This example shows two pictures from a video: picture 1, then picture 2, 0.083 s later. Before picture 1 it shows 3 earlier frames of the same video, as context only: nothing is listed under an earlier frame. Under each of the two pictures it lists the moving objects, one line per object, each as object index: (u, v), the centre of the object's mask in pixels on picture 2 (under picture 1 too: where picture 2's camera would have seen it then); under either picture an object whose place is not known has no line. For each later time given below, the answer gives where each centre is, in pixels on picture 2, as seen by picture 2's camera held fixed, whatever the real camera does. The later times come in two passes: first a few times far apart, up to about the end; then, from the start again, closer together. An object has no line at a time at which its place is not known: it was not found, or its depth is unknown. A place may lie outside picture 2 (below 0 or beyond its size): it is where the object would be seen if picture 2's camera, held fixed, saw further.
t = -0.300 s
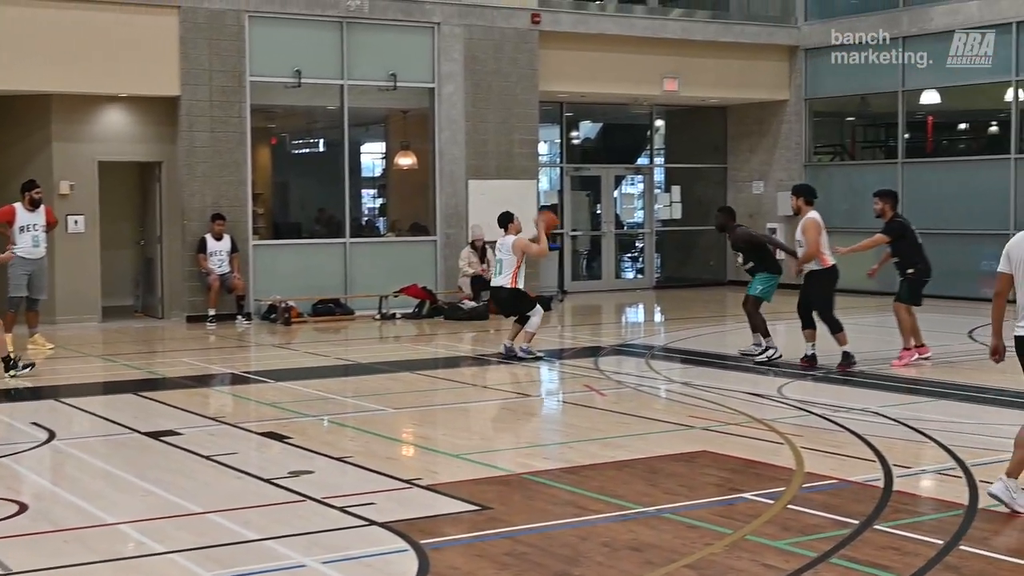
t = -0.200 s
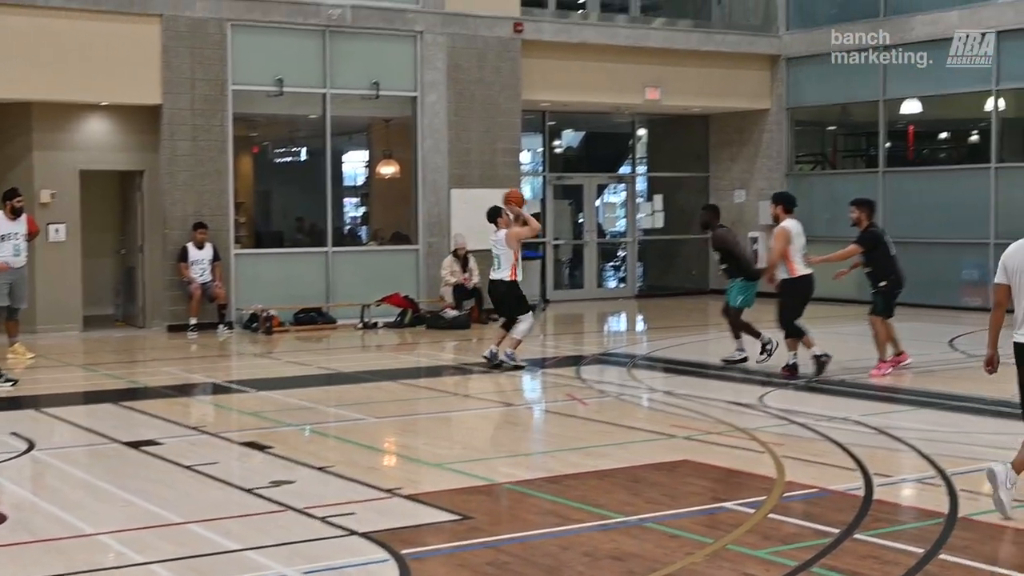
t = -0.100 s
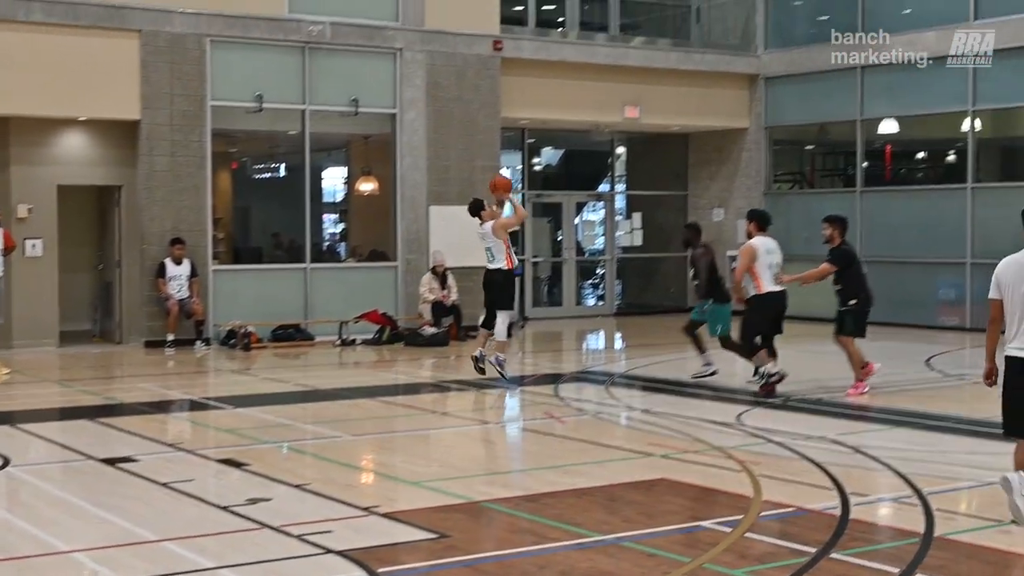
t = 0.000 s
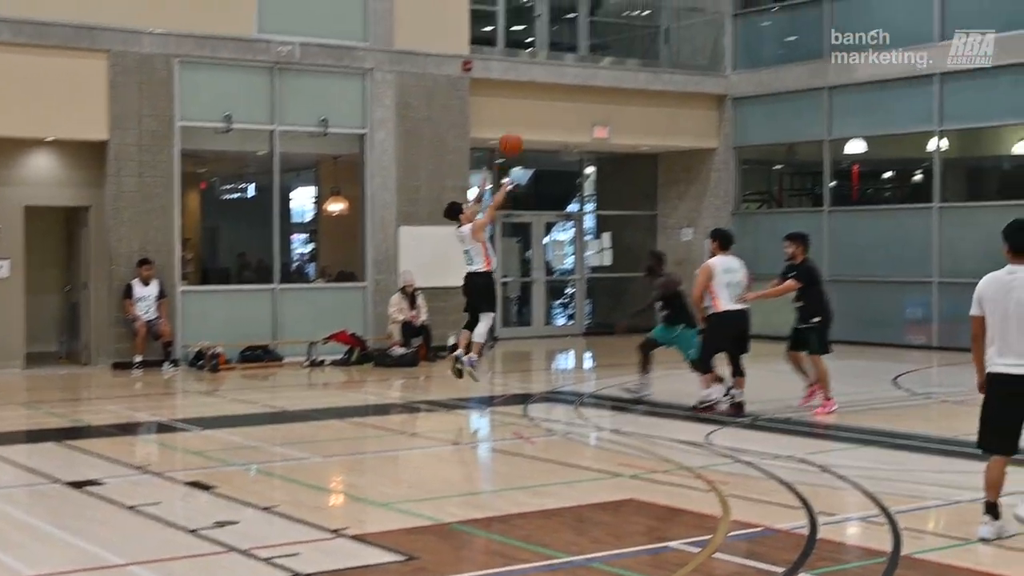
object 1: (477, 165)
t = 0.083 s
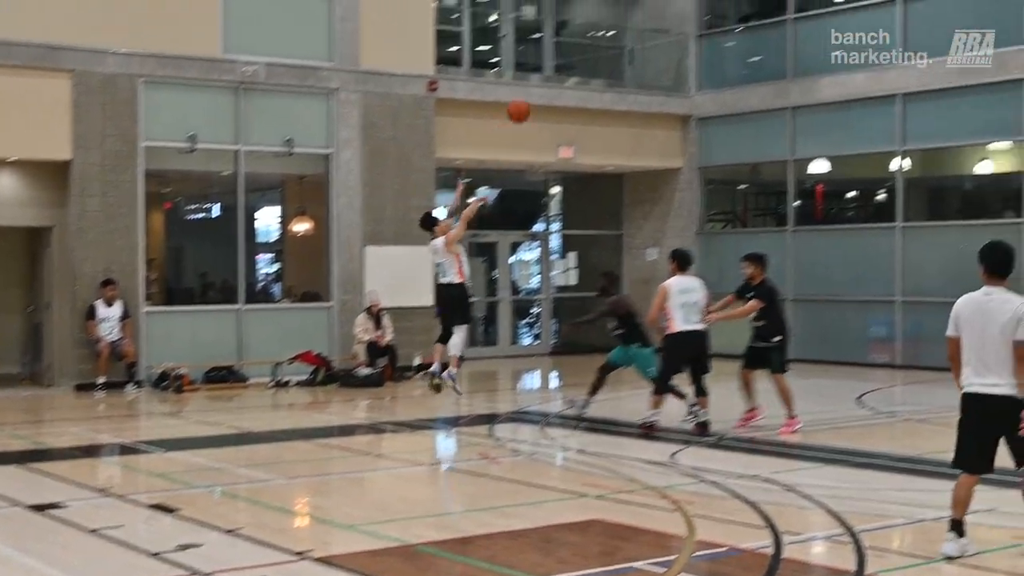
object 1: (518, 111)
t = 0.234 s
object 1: (593, 32)
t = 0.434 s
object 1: (694, -37)
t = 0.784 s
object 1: (871, -74)
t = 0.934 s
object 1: (946, -62)
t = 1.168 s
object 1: (1066, 15)
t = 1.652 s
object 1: (1052, 60)
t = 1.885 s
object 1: (979, 89)
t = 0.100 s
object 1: (527, 101)
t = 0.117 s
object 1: (535, 92)
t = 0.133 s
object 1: (543, 82)
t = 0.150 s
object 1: (552, 73)
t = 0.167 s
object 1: (559, 64)
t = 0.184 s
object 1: (567, 56)
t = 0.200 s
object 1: (576, 48)
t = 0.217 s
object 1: (584, 39)
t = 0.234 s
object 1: (593, 32)
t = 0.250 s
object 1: (601, 24)
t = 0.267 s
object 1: (609, 16)
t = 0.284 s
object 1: (618, 9)
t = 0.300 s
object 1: (626, 2)
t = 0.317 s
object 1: (635, -5)
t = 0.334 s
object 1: (643, -11)
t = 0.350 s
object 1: (652, -17)
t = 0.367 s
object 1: (660, -23)
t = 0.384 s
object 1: (668, -28)
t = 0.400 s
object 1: (677, -32)
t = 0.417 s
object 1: (686, -36)
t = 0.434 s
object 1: (694, -37)
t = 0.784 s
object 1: (871, -74)
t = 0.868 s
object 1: (913, -73)
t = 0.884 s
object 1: (921, -71)
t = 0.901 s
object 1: (928, -68)
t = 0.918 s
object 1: (937, -65)
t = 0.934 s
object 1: (946, -62)
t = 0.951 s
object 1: (955, -58)
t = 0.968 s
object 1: (962, -54)
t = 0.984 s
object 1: (970, -49)
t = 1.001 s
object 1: (979, -45)
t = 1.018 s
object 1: (988, -40)
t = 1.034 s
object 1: (996, -36)
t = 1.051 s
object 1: (1005, -31)
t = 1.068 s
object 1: (1014, -25)
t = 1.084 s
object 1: (1022, -18)
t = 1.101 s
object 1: (1031, -12)
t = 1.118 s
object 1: (1039, -6)
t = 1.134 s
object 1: (1048, 1)
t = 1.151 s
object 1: (1057, 8)
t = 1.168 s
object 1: (1066, 15)
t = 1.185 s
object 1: (1074, 22)
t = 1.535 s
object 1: (1091, 67)
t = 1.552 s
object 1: (1086, 65)
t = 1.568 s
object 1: (1080, 63)
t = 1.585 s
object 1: (1074, 62)
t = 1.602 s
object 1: (1069, 61)
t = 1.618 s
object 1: (1064, 60)
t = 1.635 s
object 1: (1057, 60)
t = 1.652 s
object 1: (1052, 60)
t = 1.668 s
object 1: (1047, 60)
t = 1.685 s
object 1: (1041, 61)
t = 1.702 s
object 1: (1037, 61)
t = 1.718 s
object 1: (1031, 63)
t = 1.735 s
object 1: (1026, 65)
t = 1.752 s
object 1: (1021, 66)
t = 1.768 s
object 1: (1015, 67)
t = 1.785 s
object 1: (1010, 70)
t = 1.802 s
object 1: (1005, 72)
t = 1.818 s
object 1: (999, 76)
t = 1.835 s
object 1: (994, 78)
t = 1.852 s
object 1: (989, 82)
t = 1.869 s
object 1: (984, 85)
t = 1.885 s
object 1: (979, 89)
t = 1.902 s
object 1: (974, 93)
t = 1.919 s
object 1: (968, 97)
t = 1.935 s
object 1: (963, 101)
